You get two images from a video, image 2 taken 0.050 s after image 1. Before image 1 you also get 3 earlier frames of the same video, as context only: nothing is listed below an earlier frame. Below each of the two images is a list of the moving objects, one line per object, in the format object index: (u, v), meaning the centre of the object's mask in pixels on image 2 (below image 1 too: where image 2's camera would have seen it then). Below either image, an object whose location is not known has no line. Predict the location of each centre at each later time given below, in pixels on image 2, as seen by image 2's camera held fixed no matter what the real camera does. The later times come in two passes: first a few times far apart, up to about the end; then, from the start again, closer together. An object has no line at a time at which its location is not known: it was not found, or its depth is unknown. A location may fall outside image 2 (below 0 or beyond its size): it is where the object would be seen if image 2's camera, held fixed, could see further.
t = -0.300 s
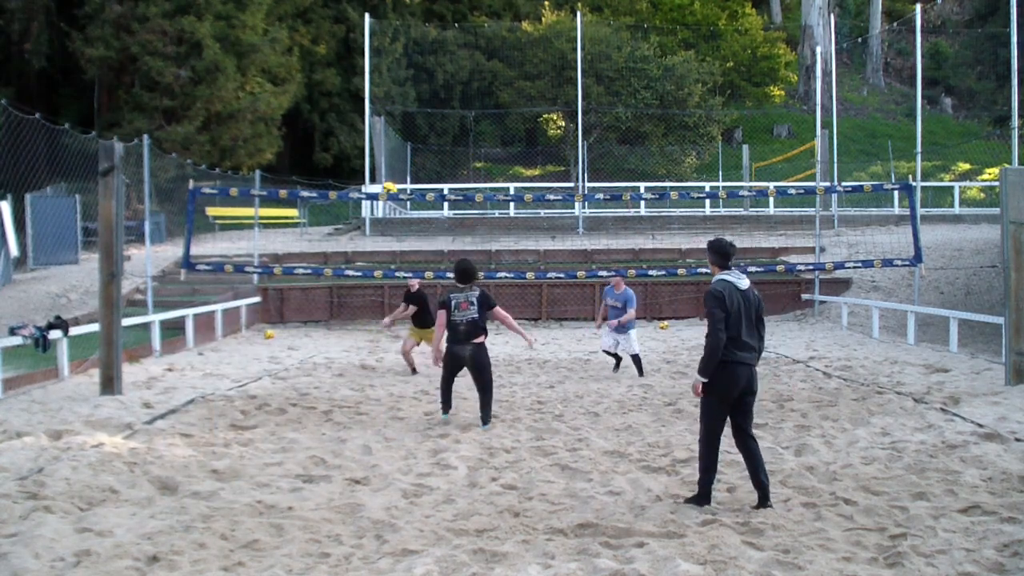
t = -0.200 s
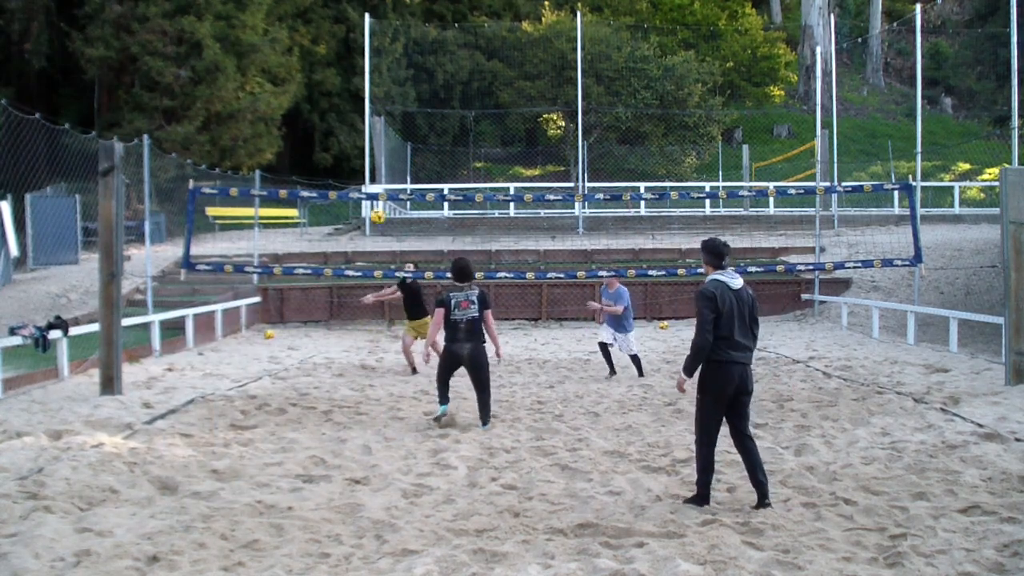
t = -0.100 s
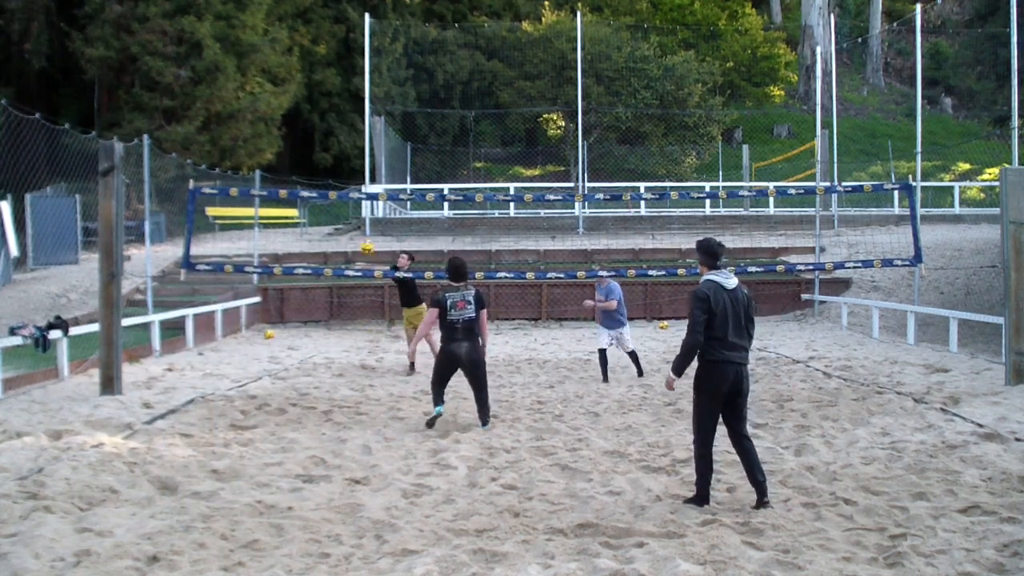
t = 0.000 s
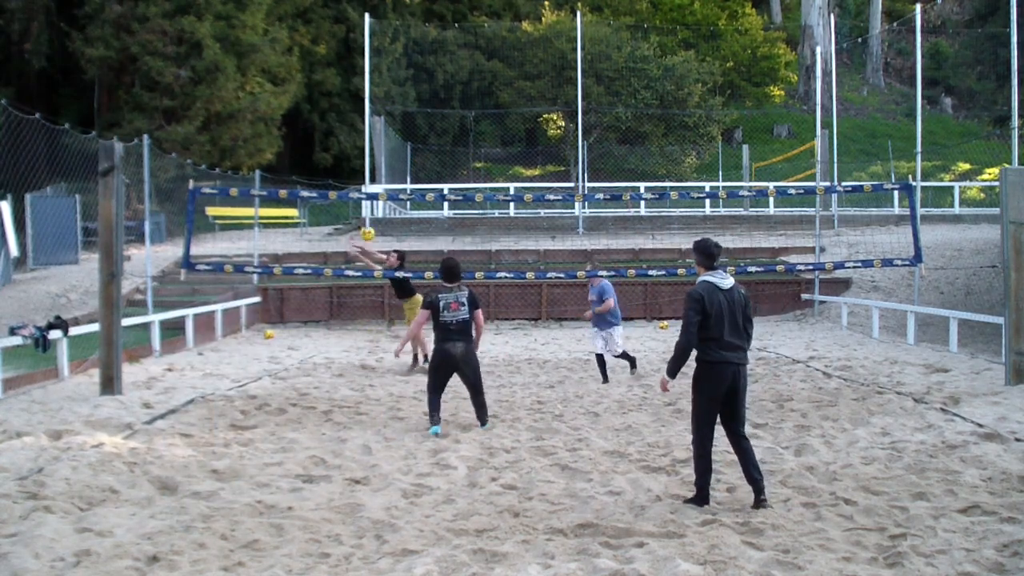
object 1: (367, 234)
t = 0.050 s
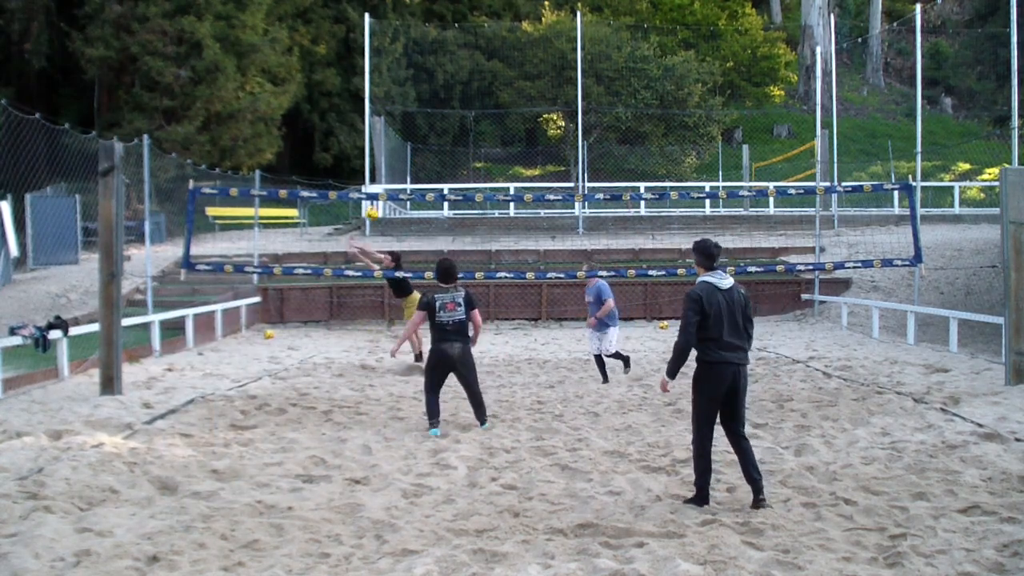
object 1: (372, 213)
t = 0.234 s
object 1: (386, 150)
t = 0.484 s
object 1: (407, 100)
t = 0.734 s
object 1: (430, 91)
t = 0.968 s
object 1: (452, 121)
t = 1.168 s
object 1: (471, 177)
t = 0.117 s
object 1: (377, 186)
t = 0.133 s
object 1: (378, 181)
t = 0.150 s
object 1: (379, 176)
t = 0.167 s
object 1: (380, 171)
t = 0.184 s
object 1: (382, 165)
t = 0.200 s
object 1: (383, 160)
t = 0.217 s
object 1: (385, 155)
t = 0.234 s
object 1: (386, 150)
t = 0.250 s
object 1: (388, 146)
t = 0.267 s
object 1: (389, 141)
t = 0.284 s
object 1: (390, 137)
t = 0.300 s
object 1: (391, 133)
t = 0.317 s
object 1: (392, 129)
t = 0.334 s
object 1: (394, 125)
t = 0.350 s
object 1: (395, 122)
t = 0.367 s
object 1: (397, 118)
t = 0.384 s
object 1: (398, 115)
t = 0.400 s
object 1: (400, 112)
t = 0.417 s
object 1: (401, 109)
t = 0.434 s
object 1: (403, 107)
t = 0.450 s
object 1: (404, 105)
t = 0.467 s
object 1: (406, 102)
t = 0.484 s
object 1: (407, 100)
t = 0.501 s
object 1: (409, 99)
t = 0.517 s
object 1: (410, 97)
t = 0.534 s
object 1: (411, 95)
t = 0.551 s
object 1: (413, 94)
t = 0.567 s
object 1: (414, 93)
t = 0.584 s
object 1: (416, 92)
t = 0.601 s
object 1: (417, 91)
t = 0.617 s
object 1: (419, 90)
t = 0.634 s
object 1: (420, 90)
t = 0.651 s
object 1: (422, 90)
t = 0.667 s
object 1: (423, 90)
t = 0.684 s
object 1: (425, 90)
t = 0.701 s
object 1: (426, 90)
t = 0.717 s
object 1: (428, 90)
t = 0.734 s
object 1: (430, 91)
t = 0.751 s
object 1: (431, 92)
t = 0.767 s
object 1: (432, 93)
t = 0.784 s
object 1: (434, 94)
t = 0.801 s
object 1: (436, 95)
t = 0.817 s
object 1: (437, 97)
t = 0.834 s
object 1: (439, 99)
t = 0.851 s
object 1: (441, 101)
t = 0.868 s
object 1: (442, 104)
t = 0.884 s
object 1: (444, 106)
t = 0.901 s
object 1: (445, 108)
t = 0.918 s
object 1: (447, 112)
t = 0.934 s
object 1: (449, 114)
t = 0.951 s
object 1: (450, 117)
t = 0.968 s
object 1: (452, 121)
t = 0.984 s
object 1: (453, 125)
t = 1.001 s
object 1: (455, 128)
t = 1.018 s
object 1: (456, 132)
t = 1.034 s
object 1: (458, 137)
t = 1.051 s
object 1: (460, 141)
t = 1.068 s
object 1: (461, 146)
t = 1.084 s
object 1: (463, 151)
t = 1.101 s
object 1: (465, 156)
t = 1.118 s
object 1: (466, 161)
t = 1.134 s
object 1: (467, 166)
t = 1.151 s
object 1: (470, 172)
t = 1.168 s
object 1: (471, 177)
